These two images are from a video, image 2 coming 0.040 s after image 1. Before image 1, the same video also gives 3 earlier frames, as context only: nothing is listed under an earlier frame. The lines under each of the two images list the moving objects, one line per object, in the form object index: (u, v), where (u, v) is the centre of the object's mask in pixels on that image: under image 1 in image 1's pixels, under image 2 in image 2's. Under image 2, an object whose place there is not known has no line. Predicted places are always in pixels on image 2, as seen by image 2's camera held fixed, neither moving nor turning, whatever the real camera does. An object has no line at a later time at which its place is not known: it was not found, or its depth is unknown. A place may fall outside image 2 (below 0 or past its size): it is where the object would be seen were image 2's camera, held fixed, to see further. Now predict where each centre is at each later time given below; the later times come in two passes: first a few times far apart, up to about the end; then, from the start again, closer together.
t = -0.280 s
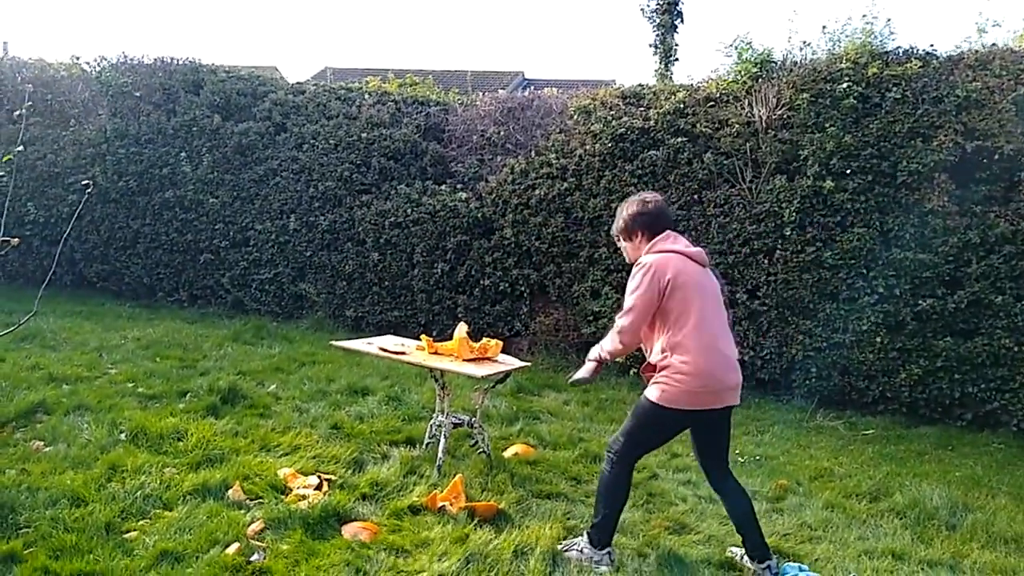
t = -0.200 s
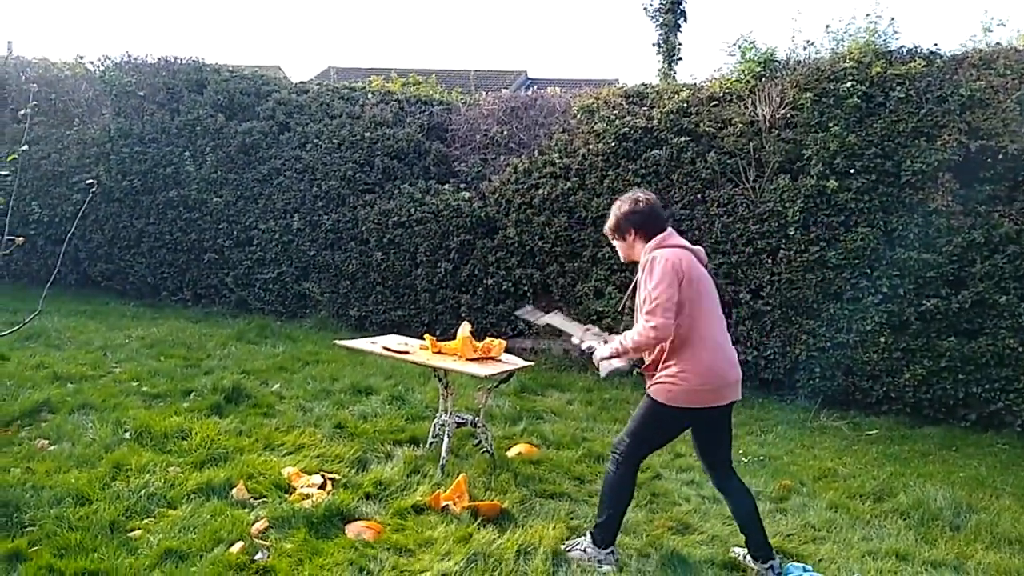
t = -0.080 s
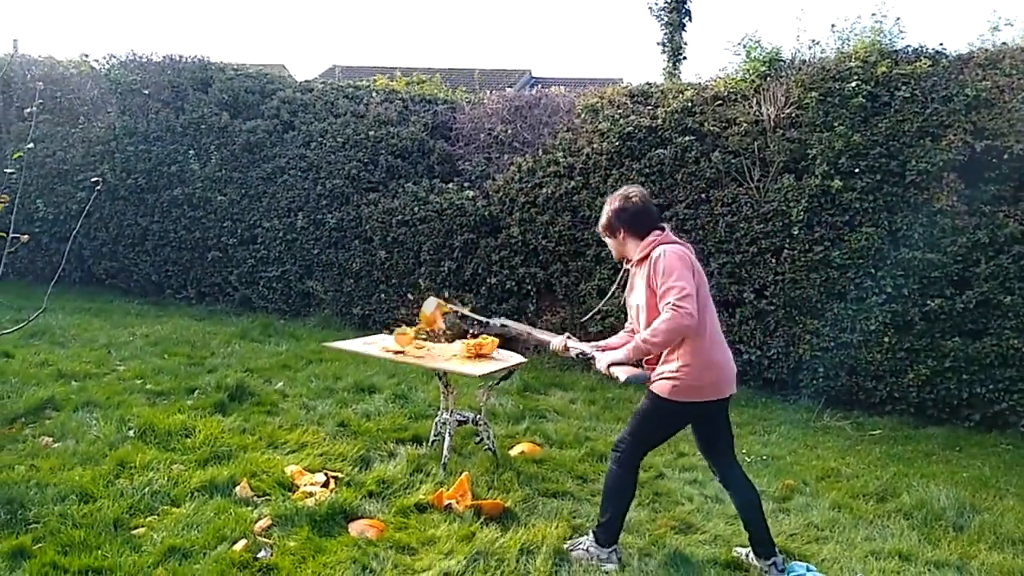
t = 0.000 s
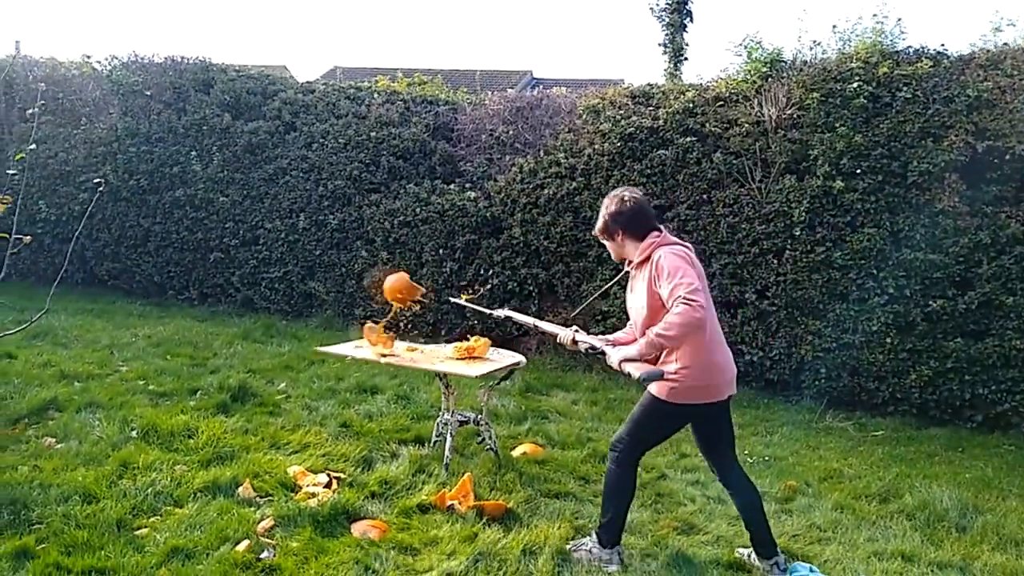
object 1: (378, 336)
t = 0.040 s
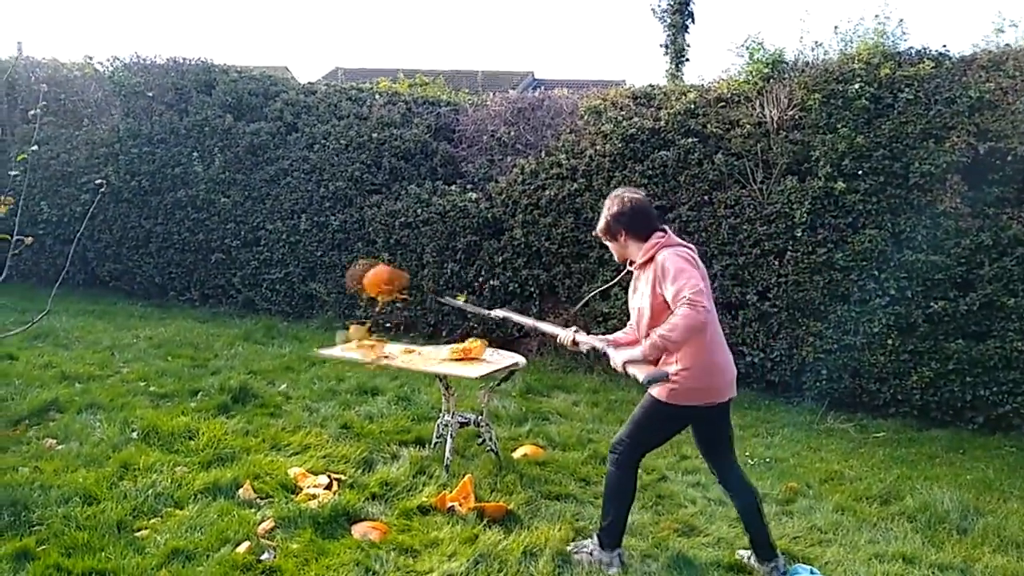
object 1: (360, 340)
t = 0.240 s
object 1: (276, 400)
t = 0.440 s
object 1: (189, 487)
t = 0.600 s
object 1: (165, 484)
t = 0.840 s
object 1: (154, 490)
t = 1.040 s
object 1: (154, 490)
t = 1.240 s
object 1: (153, 490)
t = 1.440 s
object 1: (153, 490)
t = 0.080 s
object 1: (341, 345)
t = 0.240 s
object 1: (276, 400)
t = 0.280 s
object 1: (255, 421)
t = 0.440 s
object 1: (189, 487)
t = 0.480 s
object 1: (183, 485)
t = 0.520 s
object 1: (177, 484)
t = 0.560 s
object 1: (171, 482)
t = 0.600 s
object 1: (165, 484)
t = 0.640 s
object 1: (157, 486)
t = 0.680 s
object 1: (161, 492)
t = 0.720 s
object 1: (153, 490)
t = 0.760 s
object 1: (153, 490)
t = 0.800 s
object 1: (154, 490)
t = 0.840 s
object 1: (154, 490)
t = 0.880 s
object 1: (154, 490)
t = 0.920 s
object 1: (154, 490)
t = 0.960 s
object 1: (154, 490)
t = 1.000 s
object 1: (153, 490)
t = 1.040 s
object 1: (154, 490)
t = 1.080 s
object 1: (153, 490)
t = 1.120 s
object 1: (154, 490)
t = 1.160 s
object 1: (153, 490)
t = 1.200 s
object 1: (154, 490)
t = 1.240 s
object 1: (153, 490)
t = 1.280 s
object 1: (152, 490)
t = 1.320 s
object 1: (153, 490)
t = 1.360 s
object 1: (153, 490)
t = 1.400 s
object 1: (153, 490)
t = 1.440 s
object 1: (153, 490)
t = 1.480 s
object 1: (153, 490)
